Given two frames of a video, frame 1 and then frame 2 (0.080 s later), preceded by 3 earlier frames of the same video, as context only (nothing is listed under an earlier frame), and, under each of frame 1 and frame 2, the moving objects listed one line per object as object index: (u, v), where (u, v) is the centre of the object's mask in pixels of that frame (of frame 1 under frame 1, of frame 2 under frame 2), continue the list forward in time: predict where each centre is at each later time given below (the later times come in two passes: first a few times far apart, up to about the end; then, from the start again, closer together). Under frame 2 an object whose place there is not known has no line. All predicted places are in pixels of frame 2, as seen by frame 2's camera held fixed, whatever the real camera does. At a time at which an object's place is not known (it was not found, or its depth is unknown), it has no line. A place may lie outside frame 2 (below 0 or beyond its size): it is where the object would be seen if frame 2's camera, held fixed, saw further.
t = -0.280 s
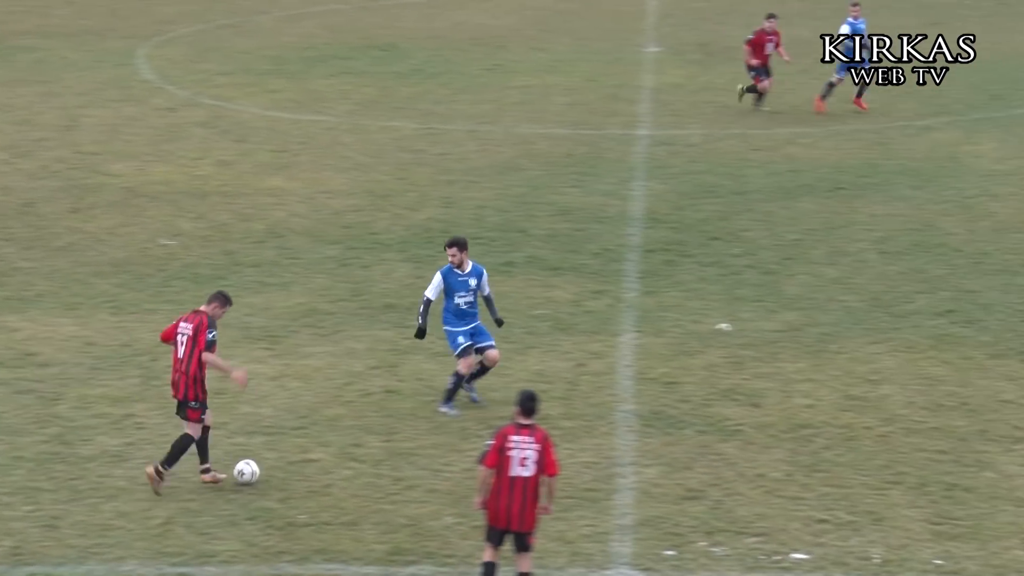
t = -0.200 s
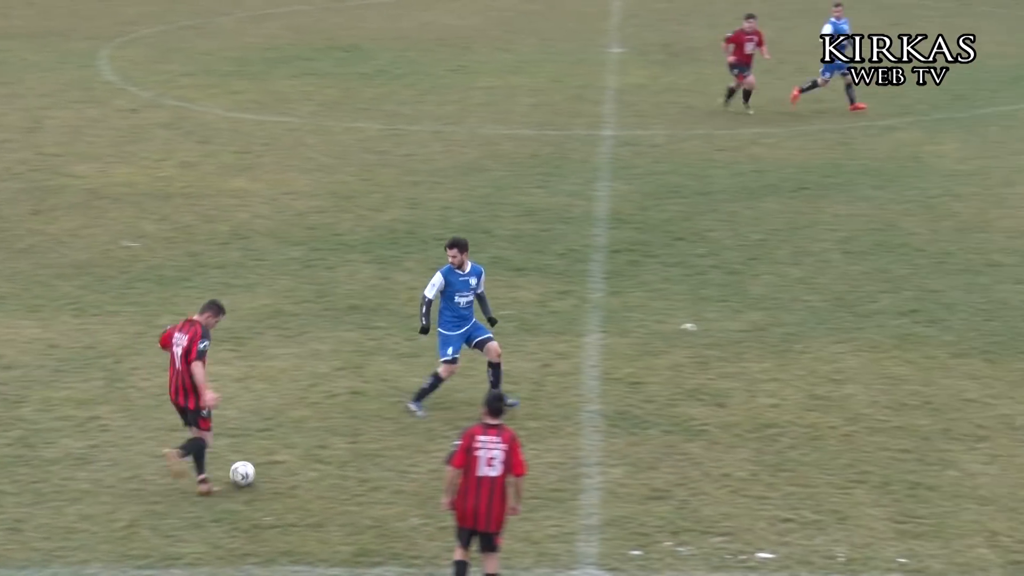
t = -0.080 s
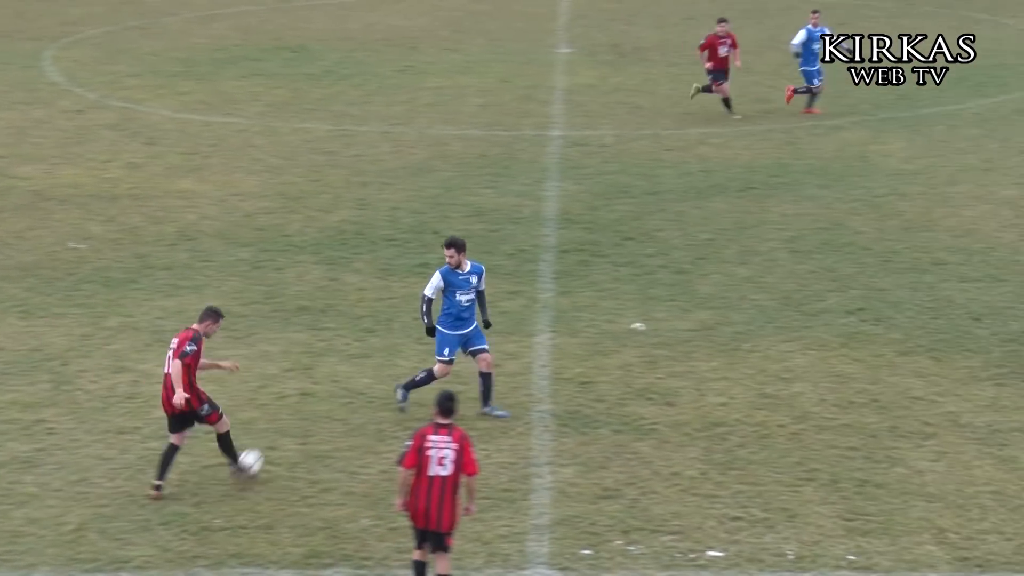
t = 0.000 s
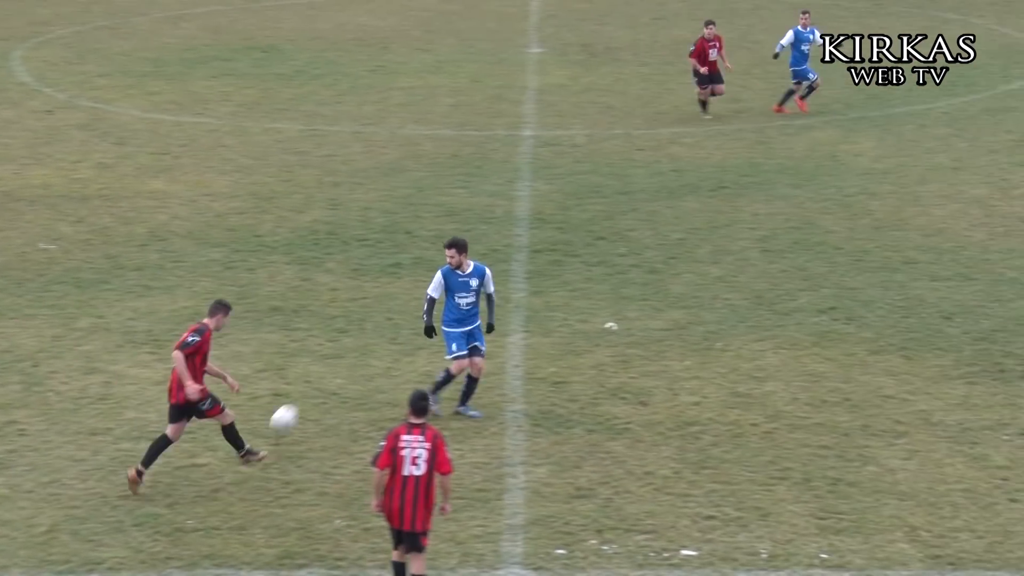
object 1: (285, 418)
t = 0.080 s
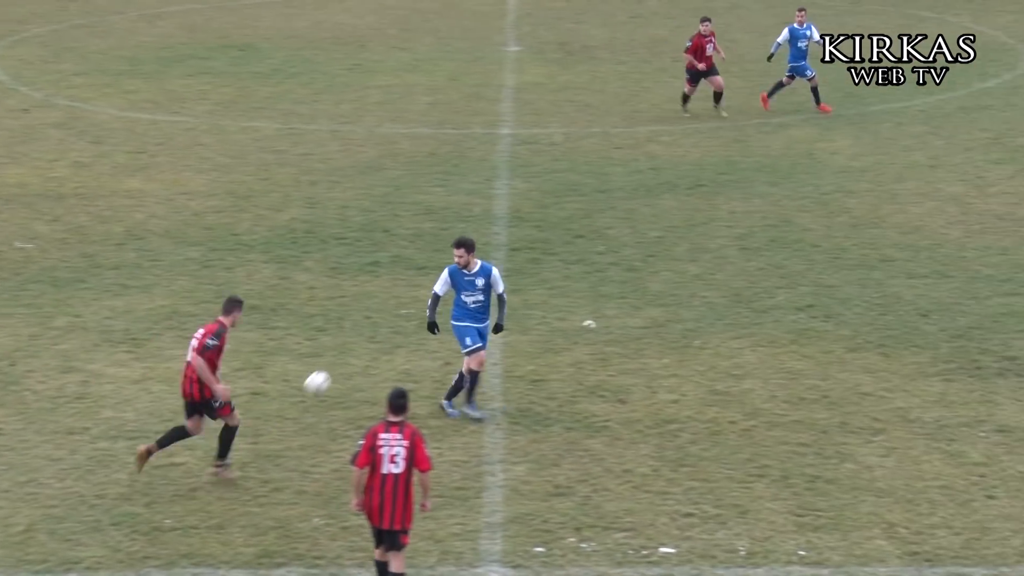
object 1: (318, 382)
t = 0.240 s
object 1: (406, 346)
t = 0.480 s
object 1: (487, 280)
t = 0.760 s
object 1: (554, 238)
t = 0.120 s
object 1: (342, 369)
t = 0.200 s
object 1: (386, 351)
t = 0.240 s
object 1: (406, 346)
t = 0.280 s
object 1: (423, 335)
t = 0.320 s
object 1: (437, 320)
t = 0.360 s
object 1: (450, 306)
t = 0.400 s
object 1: (463, 296)
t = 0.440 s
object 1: (475, 287)
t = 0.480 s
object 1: (487, 280)
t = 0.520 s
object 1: (497, 275)
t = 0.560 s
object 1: (509, 271)
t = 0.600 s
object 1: (518, 270)
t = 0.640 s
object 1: (527, 265)
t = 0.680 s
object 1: (536, 254)
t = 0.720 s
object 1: (545, 245)
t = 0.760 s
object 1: (554, 238)
